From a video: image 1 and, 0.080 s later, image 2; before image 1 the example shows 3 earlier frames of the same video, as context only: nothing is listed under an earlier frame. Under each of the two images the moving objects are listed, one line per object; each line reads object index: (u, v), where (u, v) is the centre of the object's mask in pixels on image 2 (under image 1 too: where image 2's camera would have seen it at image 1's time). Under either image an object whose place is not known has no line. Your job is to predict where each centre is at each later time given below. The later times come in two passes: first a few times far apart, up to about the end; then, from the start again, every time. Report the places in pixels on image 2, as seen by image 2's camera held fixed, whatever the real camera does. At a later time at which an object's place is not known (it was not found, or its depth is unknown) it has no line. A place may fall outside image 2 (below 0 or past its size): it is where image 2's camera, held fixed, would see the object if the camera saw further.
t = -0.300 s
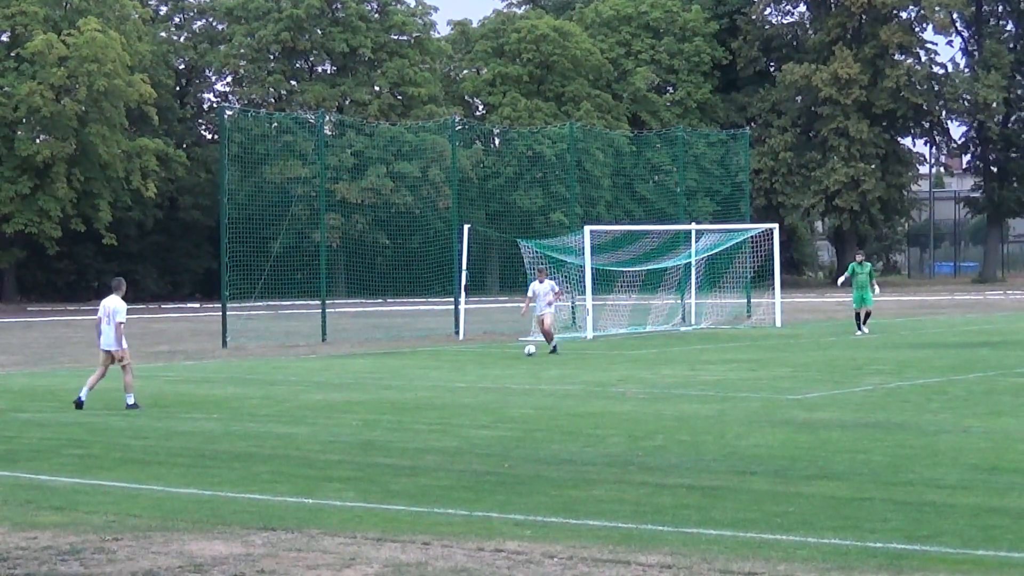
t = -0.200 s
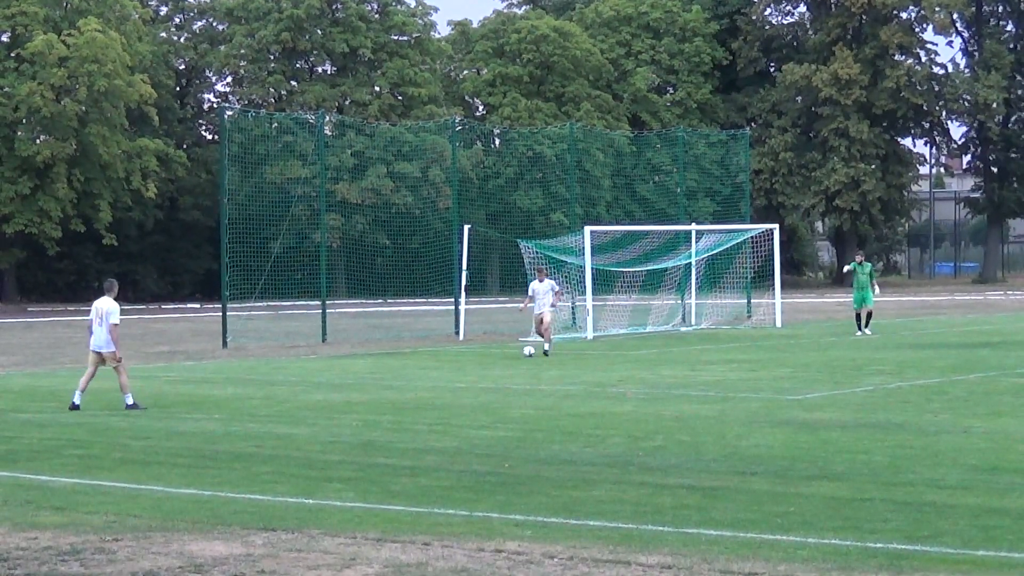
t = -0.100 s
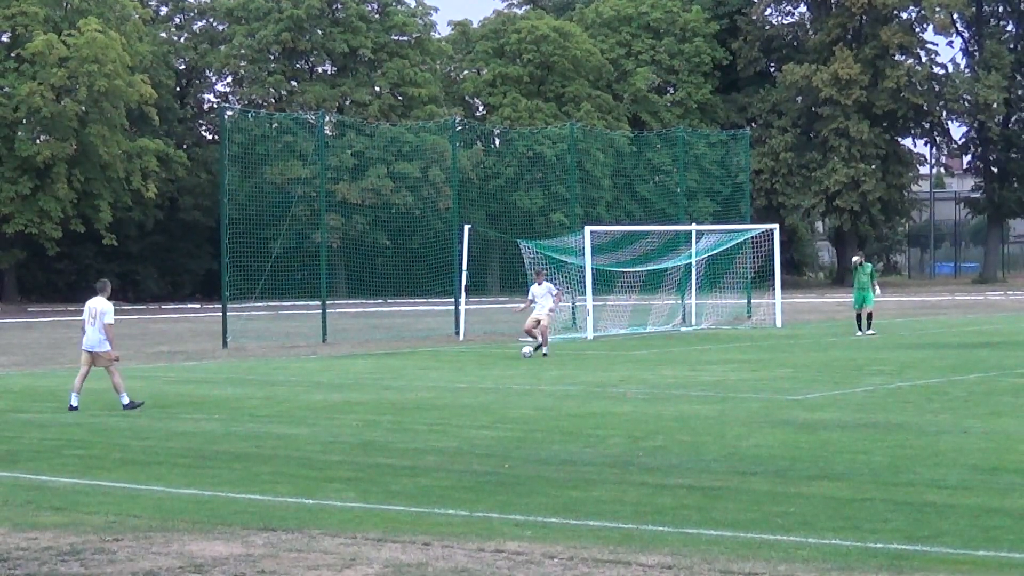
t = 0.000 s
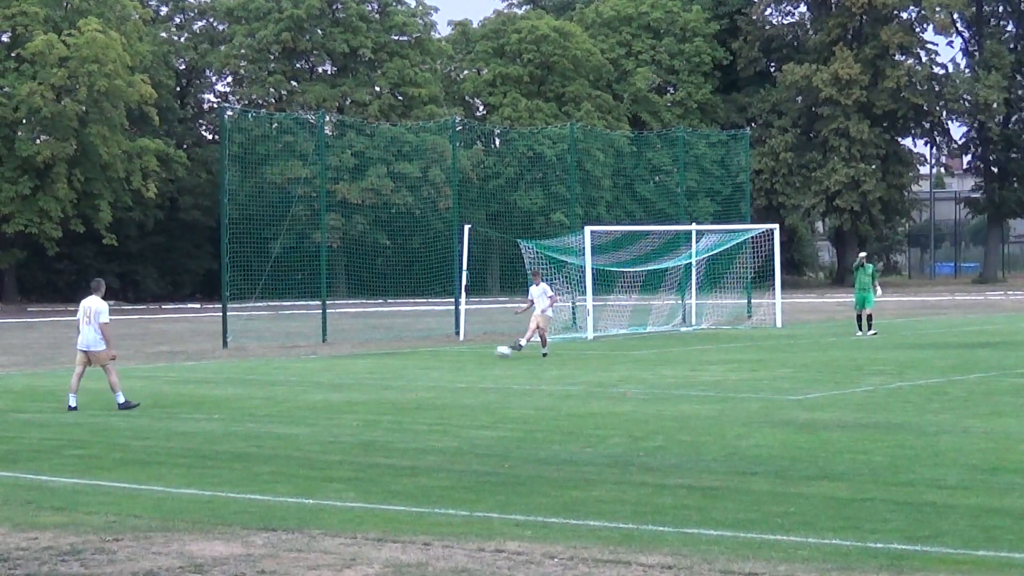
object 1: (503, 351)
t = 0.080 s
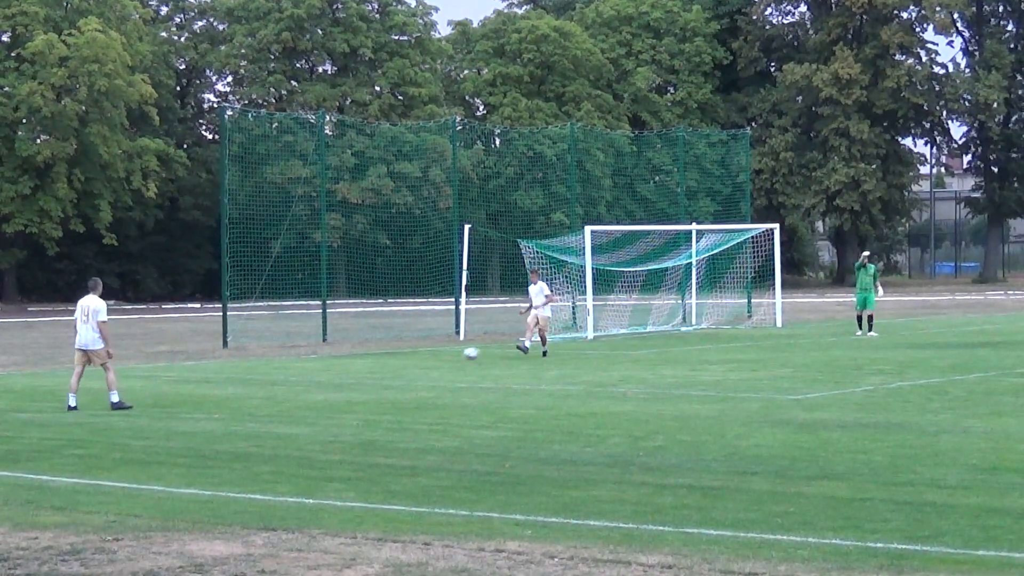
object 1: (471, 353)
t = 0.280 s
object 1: (395, 363)
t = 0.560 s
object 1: (303, 375)
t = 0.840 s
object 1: (227, 386)
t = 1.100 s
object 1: (166, 394)
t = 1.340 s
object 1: (112, 403)
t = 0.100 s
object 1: (464, 354)
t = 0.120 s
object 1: (456, 356)
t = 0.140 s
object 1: (447, 357)
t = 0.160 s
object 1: (439, 359)
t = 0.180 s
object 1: (431, 361)
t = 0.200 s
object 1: (424, 362)
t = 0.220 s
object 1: (416, 362)
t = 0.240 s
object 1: (409, 363)
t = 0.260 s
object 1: (403, 363)
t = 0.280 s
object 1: (395, 363)
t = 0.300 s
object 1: (389, 363)
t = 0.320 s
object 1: (382, 363)
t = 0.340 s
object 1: (375, 364)
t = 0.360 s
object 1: (368, 365)
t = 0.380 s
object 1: (361, 367)
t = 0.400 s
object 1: (354, 369)
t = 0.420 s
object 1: (348, 370)
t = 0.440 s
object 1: (341, 371)
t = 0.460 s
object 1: (334, 371)
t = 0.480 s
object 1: (329, 372)
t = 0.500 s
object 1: (322, 373)
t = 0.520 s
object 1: (316, 373)
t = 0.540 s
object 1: (310, 373)
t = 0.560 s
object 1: (303, 375)
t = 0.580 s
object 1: (297, 376)
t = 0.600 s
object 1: (291, 378)
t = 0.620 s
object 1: (285, 379)
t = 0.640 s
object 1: (280, 379)
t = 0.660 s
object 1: (275, 379)
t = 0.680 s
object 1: (269, 380)
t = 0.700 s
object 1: (264, 380)
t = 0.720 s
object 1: (258, 380)
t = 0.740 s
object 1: (253, 381)
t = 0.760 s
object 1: (248, 383)
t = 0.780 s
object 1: (242, 384)
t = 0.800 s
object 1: (237, 385)
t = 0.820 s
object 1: (232, 386)
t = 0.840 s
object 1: (227, 386)
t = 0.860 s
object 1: (223, 386)
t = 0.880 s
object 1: (218, 387)
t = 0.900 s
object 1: (212, 387)
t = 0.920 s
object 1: (208, 388)
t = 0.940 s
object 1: (203, 390)
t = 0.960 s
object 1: (198, 391)
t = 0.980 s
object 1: (194, 392)
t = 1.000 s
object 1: (189, 392)
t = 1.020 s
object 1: (184, 393)
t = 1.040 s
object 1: (180, 393)
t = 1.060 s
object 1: (176, 393)
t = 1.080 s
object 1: (171, 393)
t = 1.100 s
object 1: (166, 394)
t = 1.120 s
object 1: (162, 395)
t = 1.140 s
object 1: (157, 397)
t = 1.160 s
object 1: (153, 398)
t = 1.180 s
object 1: (149, 398)
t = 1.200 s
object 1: (144, 399)
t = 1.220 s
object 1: (139, 399)
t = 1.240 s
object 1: (135, 399)
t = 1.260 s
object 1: (130, 400)
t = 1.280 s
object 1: (126, 400)
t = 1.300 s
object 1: (121, 402)
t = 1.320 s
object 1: (116, 402)
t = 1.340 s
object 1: (112, 403)
